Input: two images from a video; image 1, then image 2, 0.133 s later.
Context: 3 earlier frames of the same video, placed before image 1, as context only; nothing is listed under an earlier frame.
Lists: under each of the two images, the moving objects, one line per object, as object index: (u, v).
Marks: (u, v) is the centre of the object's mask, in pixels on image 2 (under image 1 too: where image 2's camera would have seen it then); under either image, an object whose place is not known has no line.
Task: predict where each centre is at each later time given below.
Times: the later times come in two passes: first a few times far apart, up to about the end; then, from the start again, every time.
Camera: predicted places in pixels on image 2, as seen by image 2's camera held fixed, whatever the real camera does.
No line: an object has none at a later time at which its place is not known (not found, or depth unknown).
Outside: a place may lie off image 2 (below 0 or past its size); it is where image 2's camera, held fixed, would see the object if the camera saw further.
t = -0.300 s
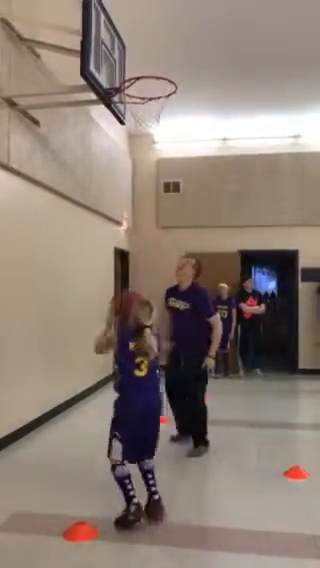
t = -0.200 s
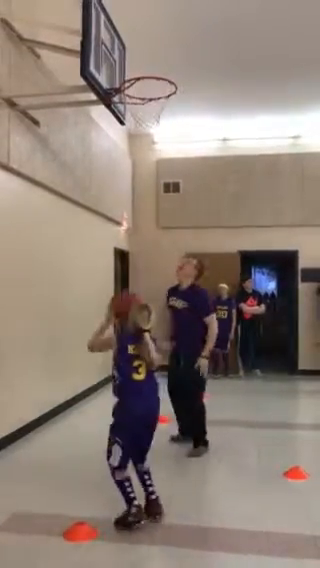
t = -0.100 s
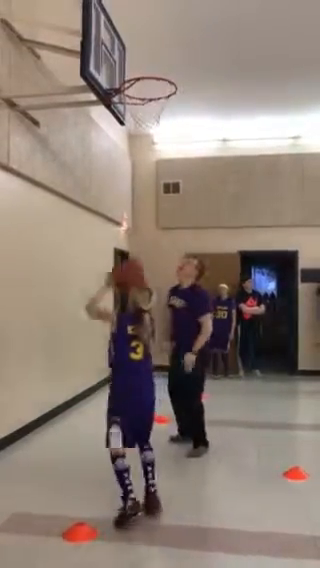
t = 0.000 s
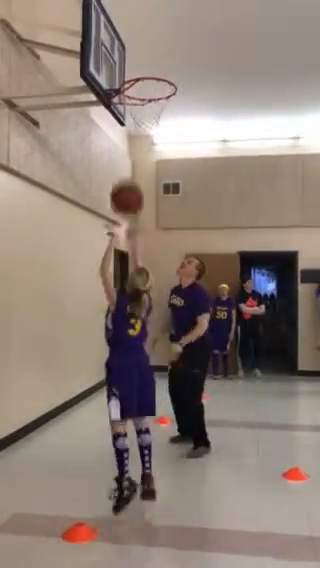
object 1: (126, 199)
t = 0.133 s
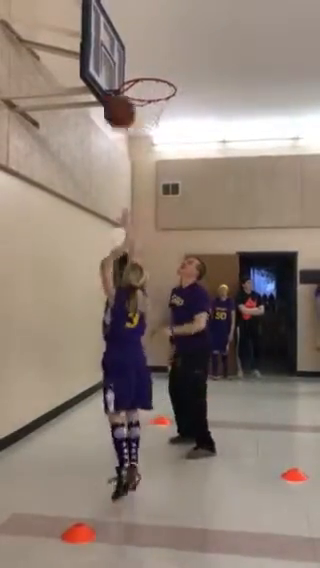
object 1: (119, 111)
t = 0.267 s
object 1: (114, 57)
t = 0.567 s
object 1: (130, 38)
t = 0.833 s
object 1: (154, 112)
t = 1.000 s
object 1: (164, 173)
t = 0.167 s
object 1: (118, 95)
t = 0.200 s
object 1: (116, 82)
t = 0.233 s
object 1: (116, 68)
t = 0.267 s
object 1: (114, 57)
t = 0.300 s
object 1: (113, 48)
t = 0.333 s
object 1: (113, 41)
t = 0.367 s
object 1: (111, 35)
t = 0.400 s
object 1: (113, 32)
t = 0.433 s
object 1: (117, 30)
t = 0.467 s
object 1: (120, 30)
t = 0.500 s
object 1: (123, 32)
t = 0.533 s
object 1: (127, 34)
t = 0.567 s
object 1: (130, 38)
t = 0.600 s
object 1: (133, 43)
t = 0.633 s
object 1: (136, 49)
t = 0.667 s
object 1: (140, 56)
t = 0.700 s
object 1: (143, 65)
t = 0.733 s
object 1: (145, 75)
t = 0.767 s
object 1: (148, 87)
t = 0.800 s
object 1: (151, 98)
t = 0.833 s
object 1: (154, 112)
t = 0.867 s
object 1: (156, 123)
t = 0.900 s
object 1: (158, 134)
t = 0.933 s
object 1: (160, 146)
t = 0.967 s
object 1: (163, 160)
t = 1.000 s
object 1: (164, 173)
